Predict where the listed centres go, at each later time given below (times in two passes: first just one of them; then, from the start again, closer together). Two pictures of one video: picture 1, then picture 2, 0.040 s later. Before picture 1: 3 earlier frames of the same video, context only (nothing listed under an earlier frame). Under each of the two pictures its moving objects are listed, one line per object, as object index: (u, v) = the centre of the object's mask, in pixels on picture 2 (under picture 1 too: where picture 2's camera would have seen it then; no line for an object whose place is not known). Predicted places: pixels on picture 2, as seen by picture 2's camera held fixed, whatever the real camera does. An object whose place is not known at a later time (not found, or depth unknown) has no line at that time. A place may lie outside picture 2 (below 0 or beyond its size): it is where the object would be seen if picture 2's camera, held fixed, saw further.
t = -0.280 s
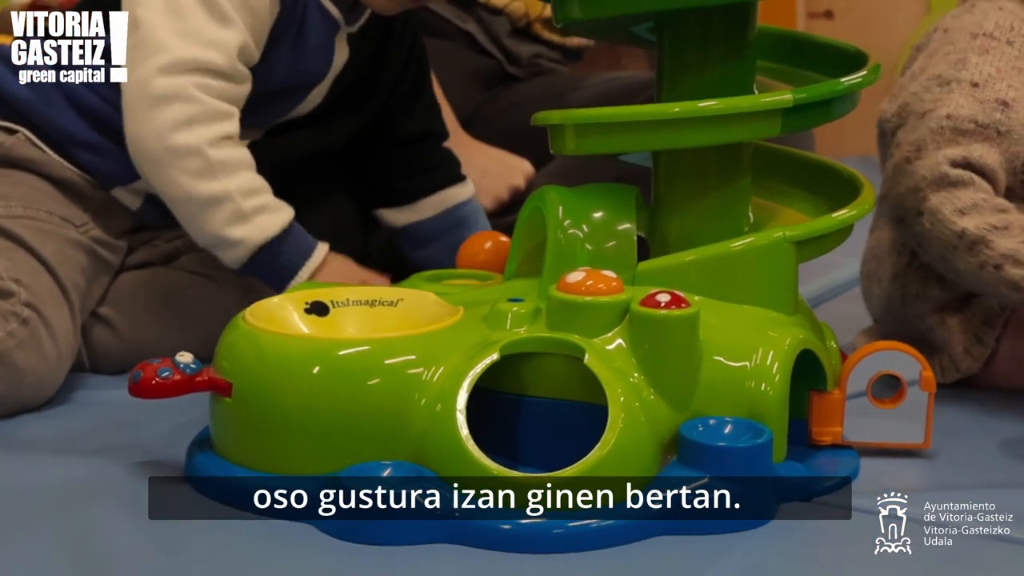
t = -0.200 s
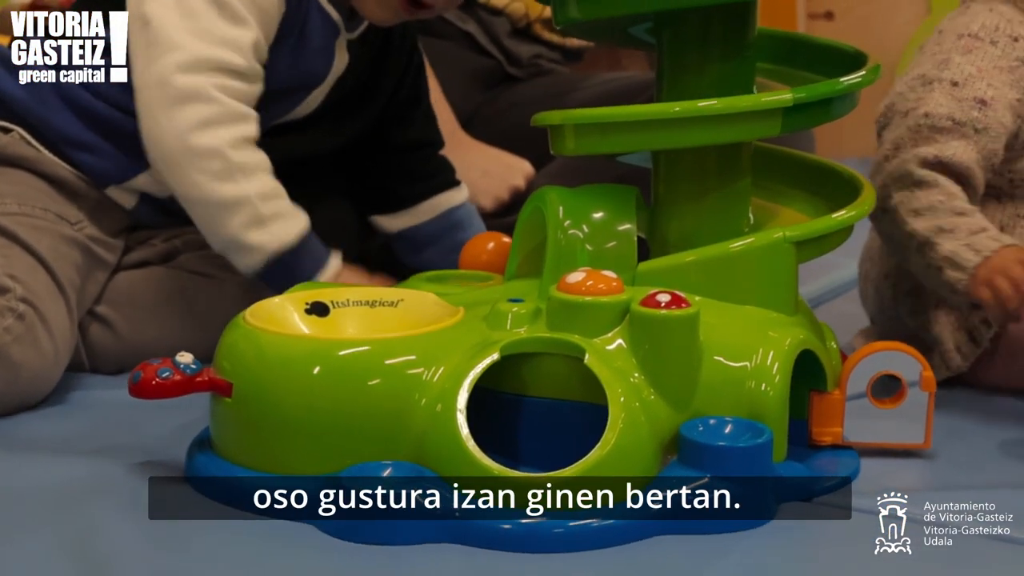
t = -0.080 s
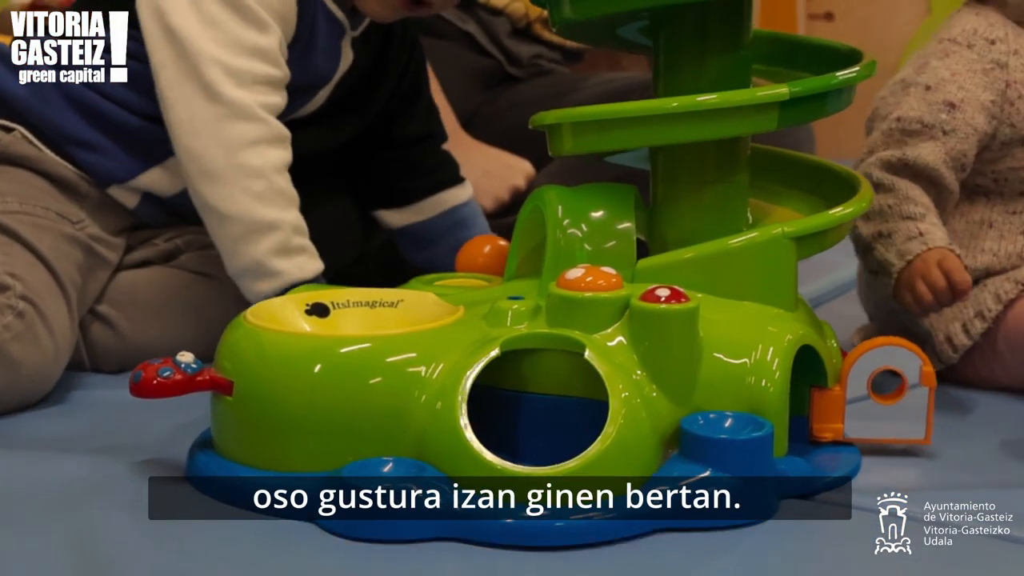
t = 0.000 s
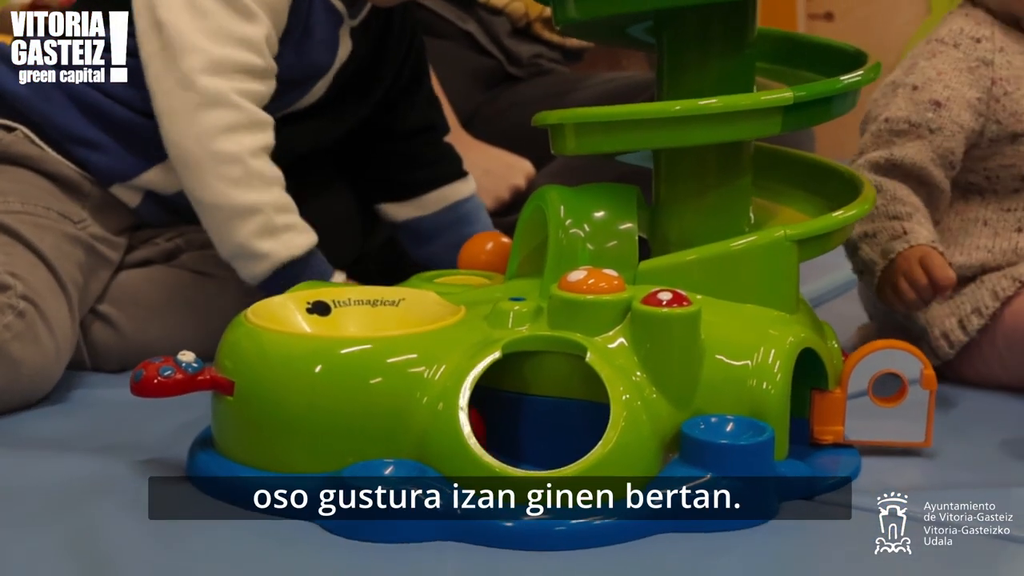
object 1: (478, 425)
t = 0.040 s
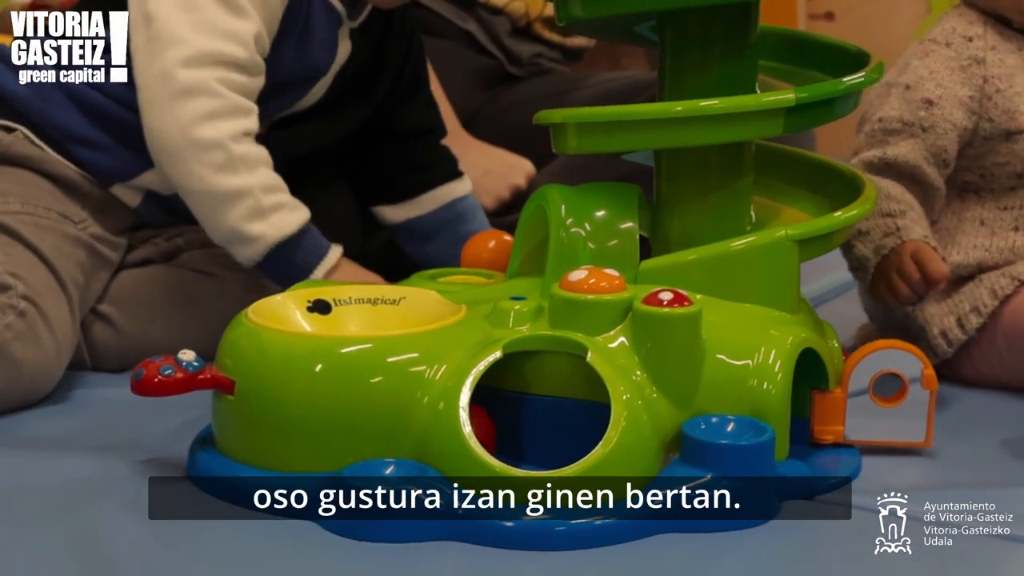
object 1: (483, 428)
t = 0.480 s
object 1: (573, 444)
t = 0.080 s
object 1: (488, 430)
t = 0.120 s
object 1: (495, 434)
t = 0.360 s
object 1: (565, 447)
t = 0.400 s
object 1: (572, 445)
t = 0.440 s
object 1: (577, 443)
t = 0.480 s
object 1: (573, 444)
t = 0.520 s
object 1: (569, 444)
